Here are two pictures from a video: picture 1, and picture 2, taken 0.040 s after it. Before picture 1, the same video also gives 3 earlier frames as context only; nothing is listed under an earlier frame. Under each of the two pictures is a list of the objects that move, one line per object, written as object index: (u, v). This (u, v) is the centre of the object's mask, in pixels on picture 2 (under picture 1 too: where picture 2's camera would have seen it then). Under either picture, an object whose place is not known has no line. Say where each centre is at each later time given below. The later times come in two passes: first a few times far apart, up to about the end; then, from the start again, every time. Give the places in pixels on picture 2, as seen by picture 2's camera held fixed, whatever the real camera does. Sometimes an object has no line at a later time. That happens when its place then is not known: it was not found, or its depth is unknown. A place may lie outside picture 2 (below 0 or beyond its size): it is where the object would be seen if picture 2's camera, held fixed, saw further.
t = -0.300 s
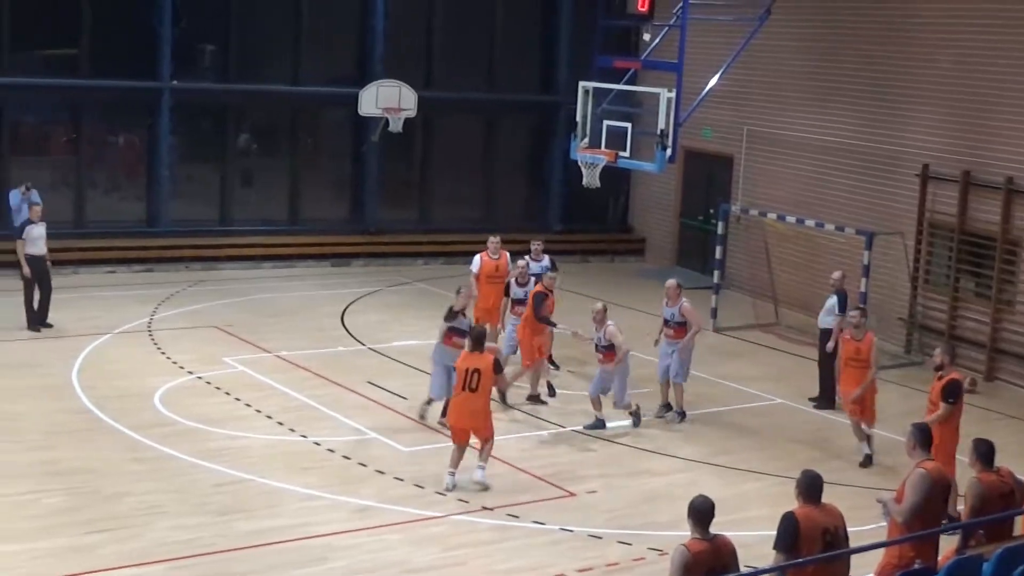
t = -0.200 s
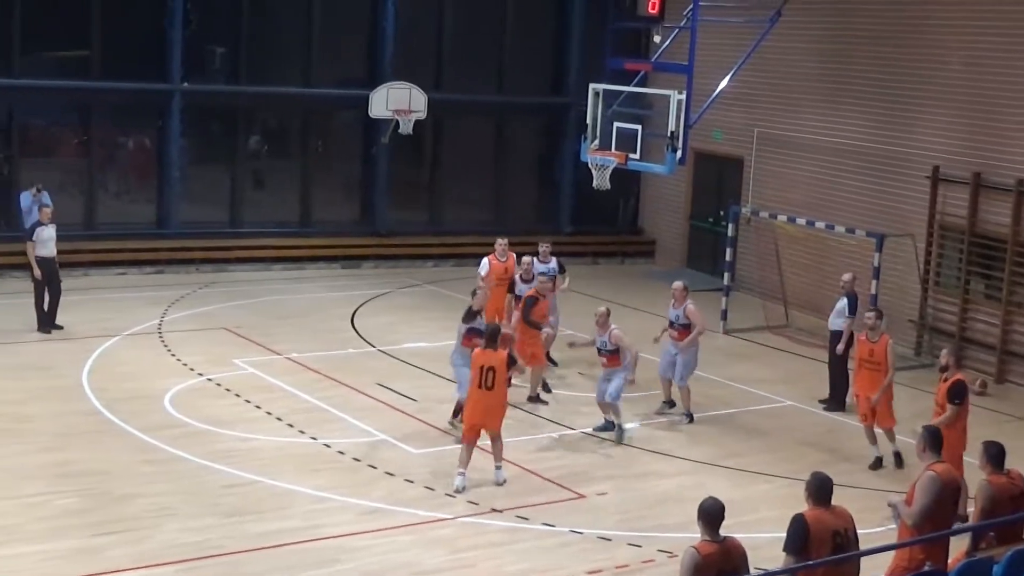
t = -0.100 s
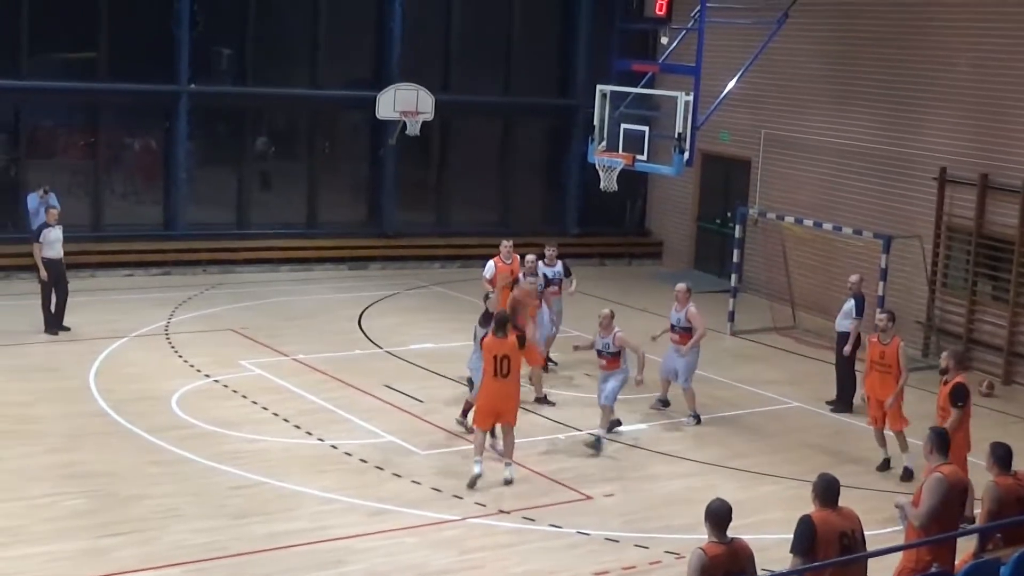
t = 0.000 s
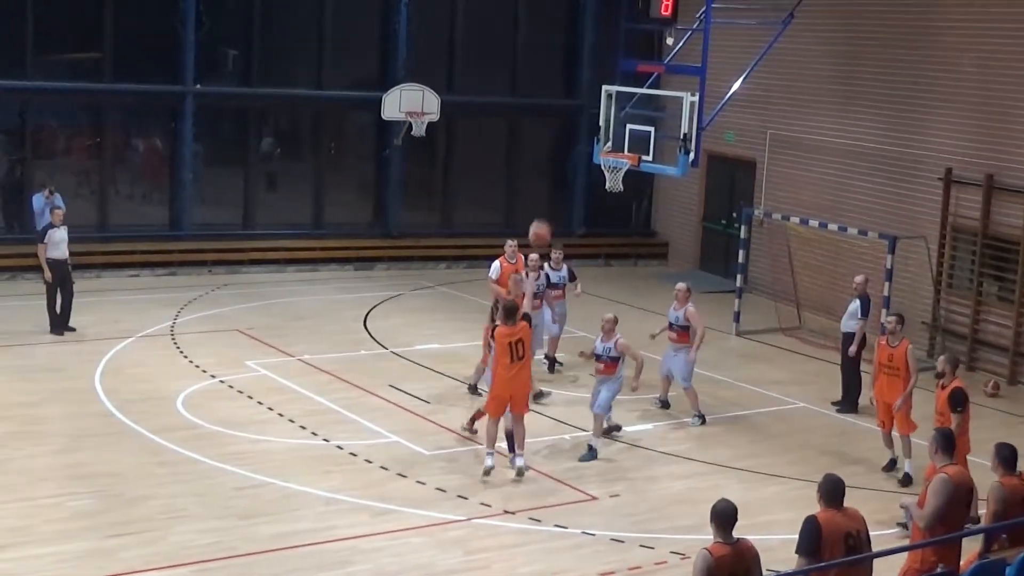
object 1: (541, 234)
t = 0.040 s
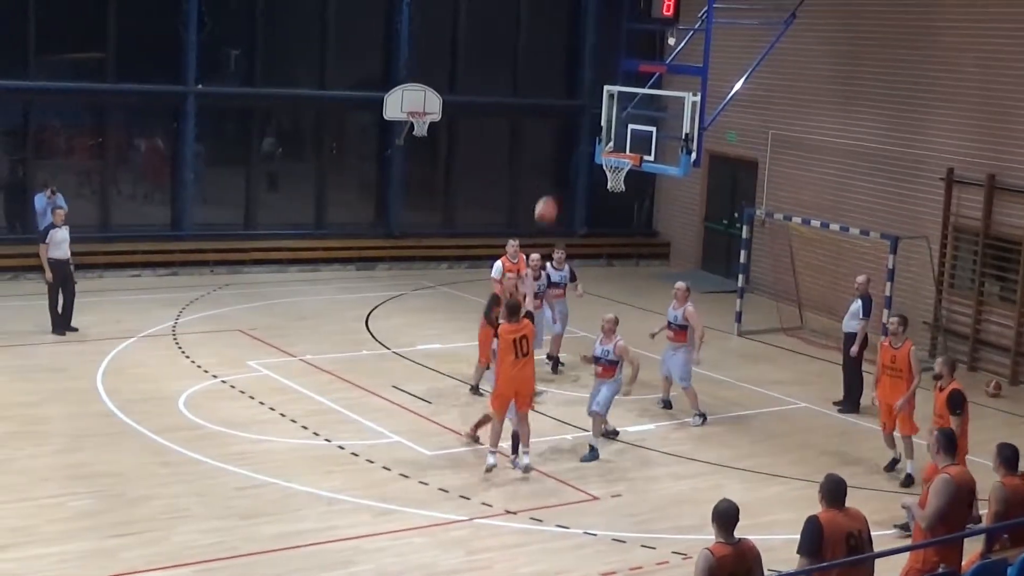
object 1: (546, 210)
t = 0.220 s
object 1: (564, 127)
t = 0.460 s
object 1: (582, 69)
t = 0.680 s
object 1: (594, 61)
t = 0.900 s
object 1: (603, 90)
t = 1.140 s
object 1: (611, 149)
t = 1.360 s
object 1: (633, 171)
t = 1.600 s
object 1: (622, 179)
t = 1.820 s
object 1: (603, 213)
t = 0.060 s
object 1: (548, 199)
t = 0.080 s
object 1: (550, 189)
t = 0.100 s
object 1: (552, 179)
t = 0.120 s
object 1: (554, 169)
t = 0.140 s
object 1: (556, 160)
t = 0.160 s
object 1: (558, 151)
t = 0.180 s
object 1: (560, 142)
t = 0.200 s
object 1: (562, 134)
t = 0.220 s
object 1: (564, 127)
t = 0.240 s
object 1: (565, 121)
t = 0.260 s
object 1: (567, 114)
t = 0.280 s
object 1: (569, 108)
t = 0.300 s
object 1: (570, 102)
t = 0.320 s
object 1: (572, 97)
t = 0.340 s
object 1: (574, 91)
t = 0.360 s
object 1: (575, 87)
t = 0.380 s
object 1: (577, 82)
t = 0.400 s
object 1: (578, 79)
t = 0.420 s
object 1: (580, 75)
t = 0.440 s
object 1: (581, 72)
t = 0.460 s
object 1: (582, 69)
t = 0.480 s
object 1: (583, 67)
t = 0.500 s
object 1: (585, 65)
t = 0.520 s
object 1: (586, 63)
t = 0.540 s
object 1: (587, 61)
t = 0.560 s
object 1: (588, 60)
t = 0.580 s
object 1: (589, 60)
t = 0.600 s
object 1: (590, 59)
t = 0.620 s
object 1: (592, 60)
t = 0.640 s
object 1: (592, 60)
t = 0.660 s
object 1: (593, 60)
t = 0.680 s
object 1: (594, 61)
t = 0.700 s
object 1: (595, 62)
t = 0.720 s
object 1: (596, 64)
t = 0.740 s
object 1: (597, 66)
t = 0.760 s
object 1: (598, 68)
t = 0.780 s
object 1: (599, 70)
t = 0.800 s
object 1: (599, 73)
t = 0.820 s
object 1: (600, 76)
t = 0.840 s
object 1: (601, 79)
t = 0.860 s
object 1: (601, 82)
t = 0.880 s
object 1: (602, 86)
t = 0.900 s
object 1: (603, 90)
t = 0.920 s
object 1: (604, 94)
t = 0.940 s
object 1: (604, 99)
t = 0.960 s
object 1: (605, 104)
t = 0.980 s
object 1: (605, 110)
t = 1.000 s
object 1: (605, 115)
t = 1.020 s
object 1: (606, 120)
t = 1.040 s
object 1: (606, 127)
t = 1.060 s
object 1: (606, 131)
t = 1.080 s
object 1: (607, 137)
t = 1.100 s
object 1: (608, 145)
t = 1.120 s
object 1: (610, 148)
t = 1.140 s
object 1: (611, 149)
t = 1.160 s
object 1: (613, 150)
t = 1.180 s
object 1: (614, 151)
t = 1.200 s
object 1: (618, 156)
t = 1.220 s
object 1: (620, 160)
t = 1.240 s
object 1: (620, 161)
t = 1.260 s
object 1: (623, 164)
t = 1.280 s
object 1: (626, 168)
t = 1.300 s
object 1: (626, 171)
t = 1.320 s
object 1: (632, 170)
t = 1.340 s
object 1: (631, 172)
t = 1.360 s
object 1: (633, 171)
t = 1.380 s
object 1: (633, 172)
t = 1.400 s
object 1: (631, 171)
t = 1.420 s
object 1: (632, 172)
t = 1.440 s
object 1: (632, 173)
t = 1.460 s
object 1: (632, 173)
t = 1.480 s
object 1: (631, 173)
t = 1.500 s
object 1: (630, 173)
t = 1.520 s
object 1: (629, 174)
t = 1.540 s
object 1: (628, 174)
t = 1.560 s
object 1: (626, 176)
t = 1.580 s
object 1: (622, 178)
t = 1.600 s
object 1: (622, 179)
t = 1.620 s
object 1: (621, 181)
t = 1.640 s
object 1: (620, 183)
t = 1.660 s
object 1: (618, 184)
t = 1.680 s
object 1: (615, 190)
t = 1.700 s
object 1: (614, 193)
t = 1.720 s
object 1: (612, 195)
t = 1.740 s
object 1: (610, 197)
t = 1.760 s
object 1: (609, 201)
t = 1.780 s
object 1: (607, 204)
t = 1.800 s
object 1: (605, 209)
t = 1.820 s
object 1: (603, 213)
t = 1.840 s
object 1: (601, 218)
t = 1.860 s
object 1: (600, 223)
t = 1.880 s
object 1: (598, 228)
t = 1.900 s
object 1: (596, 233)
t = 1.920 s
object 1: (594, 239)
